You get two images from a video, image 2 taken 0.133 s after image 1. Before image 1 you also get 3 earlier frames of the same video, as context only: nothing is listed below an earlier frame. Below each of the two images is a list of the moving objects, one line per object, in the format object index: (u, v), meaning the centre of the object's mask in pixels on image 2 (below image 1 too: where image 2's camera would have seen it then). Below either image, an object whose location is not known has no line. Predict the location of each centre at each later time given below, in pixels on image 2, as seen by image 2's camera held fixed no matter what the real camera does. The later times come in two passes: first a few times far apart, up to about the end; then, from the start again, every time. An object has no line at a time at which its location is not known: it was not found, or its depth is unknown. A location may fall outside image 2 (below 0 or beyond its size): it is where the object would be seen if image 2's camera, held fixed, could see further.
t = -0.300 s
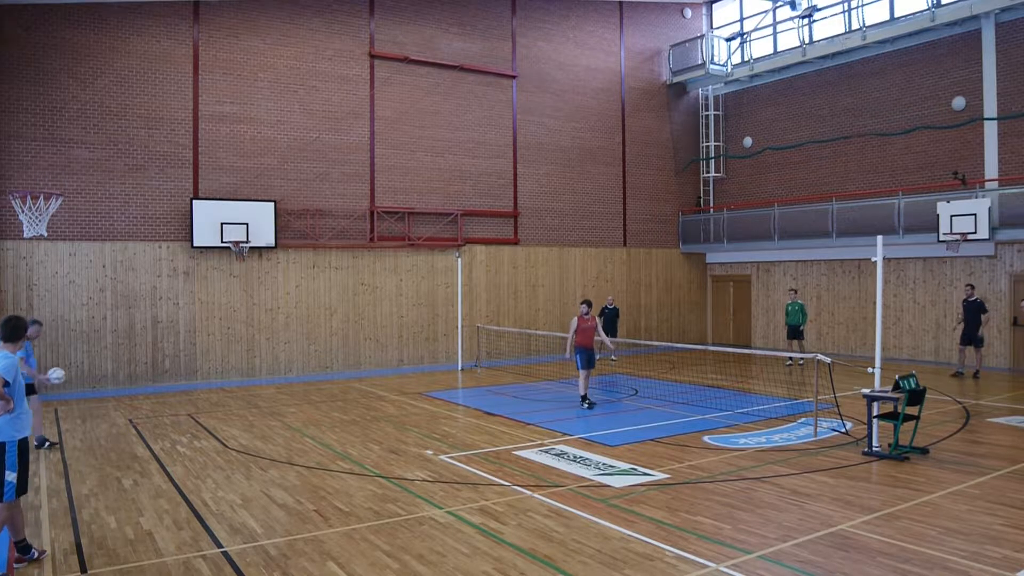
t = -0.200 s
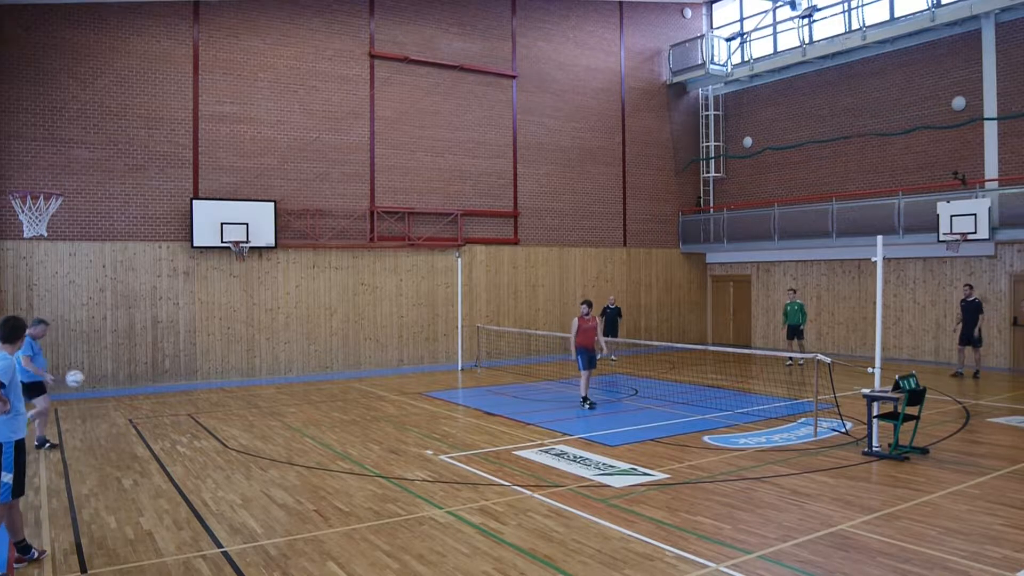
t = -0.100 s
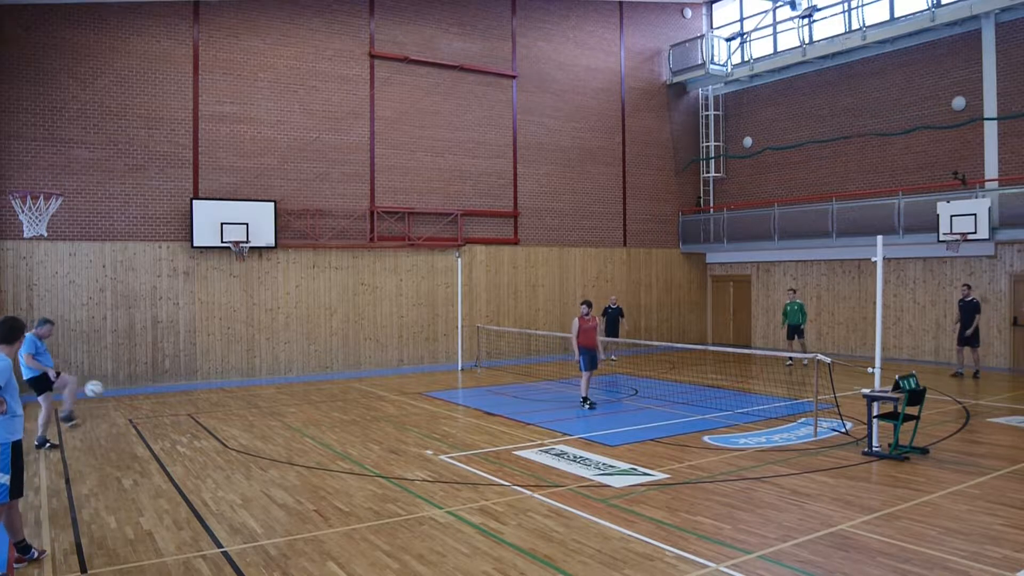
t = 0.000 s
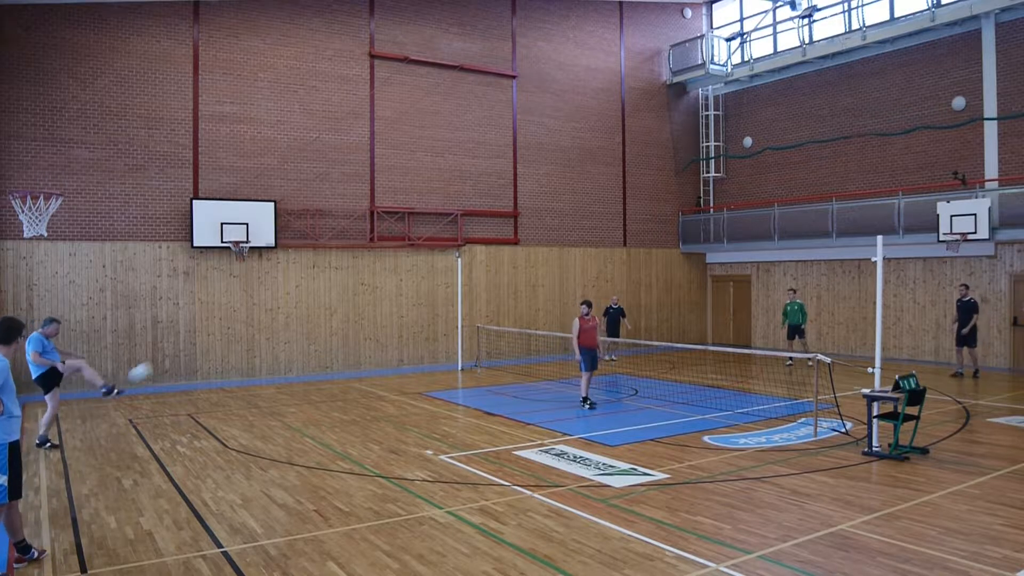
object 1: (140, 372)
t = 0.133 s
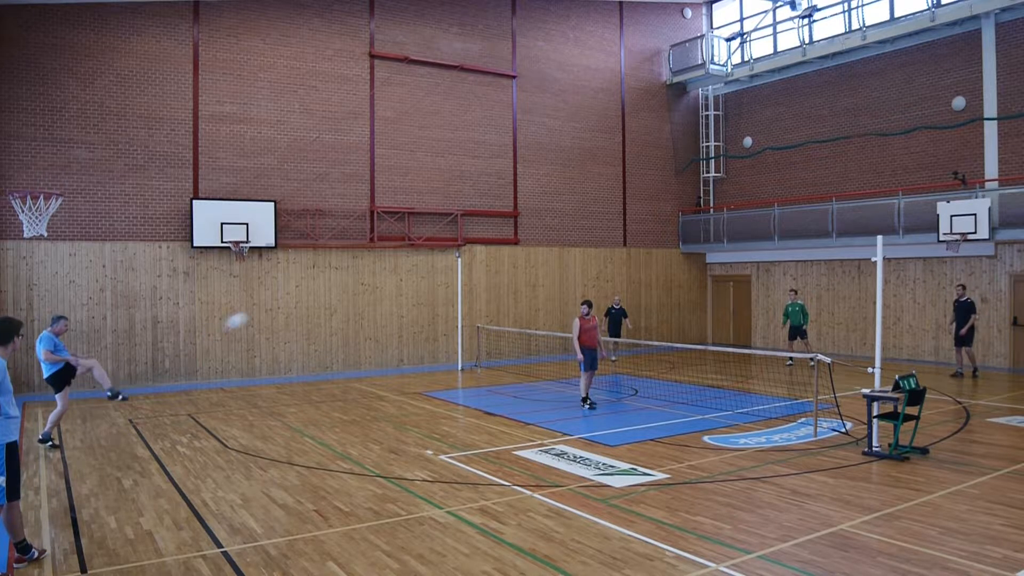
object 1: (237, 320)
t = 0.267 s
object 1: (327, 287)
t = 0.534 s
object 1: (491, 263)
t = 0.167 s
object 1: (260, 311)
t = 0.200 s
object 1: (283, 302)
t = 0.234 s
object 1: (305, 294)
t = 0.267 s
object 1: (327, 287)
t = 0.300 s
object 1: (349, 281)
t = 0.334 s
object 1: (371, 276)
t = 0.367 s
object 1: (392, 271)
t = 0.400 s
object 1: (413, 267)
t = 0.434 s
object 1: (433, 265)
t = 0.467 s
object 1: (453, 263)
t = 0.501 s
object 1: (471, 263)
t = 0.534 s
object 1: (491, 263)
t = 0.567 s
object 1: (510, 263)
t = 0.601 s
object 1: (528, 264)
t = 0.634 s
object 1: (546, 266)
